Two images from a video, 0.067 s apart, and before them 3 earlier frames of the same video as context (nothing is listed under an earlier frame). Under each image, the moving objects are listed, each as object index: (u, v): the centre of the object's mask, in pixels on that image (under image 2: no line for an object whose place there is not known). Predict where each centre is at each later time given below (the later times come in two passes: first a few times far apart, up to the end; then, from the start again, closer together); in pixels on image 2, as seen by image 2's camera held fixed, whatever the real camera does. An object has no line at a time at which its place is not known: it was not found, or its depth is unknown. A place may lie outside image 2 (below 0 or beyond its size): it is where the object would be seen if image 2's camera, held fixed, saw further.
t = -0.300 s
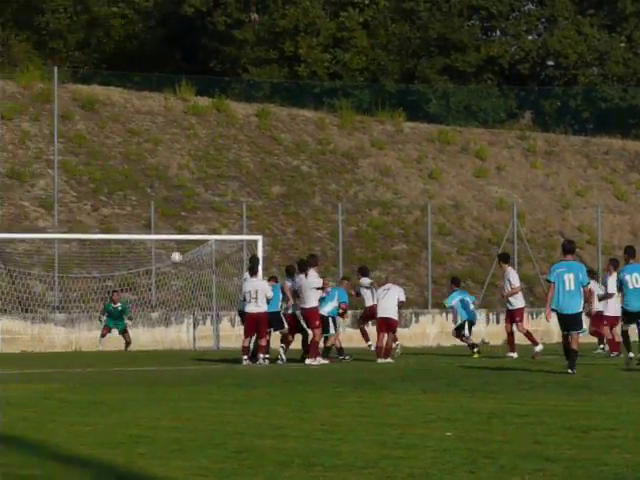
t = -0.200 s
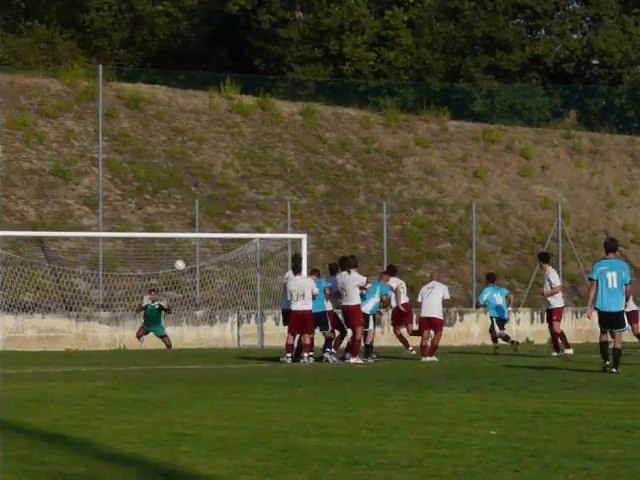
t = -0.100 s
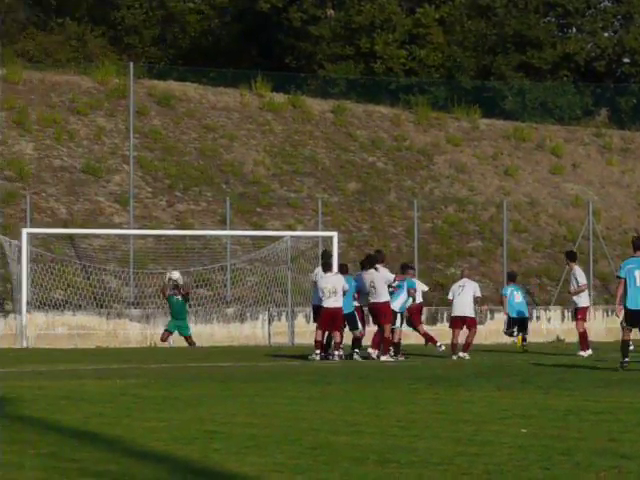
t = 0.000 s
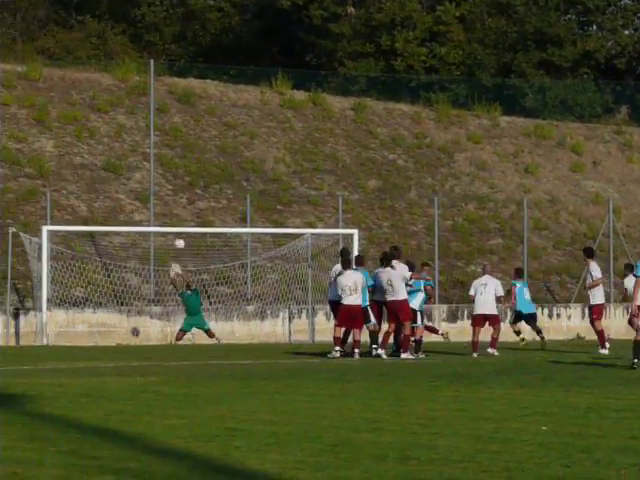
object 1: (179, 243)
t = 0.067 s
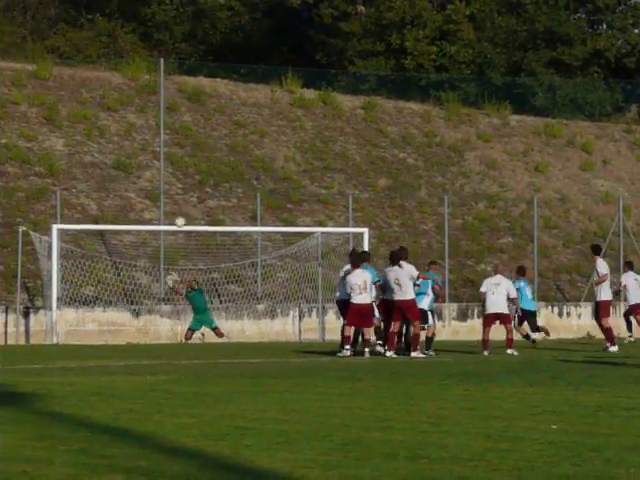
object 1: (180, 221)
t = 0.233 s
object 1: (156, 179)
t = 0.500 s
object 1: (120, 137)
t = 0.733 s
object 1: (88, 127)
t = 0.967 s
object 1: (57, 143)
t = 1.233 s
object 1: (20, 193)
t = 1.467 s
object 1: (-14, 265)
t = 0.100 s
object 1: (175, 212)
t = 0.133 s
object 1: (170, 203)
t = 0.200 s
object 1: (161, 187)
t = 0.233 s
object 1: (156, 179)
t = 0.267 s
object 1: (152, 172)
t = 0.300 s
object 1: (147, 166)
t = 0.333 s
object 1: (143, 160)
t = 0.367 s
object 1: (138, 154)
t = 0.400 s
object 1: (133, 149)
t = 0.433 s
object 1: (129, 145)
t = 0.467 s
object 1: (124, 141)
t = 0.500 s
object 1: (120, 137)
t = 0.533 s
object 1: (115, 134)
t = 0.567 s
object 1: (110, 132)
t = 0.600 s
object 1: (106, 130)
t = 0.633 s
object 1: (101, 129)
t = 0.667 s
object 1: (97, 127)
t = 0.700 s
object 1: (92, 127)
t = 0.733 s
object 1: (88, 127)
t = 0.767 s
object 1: (84, 128)
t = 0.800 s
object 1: (79, 129)
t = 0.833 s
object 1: (75, 131)
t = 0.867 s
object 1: (70, 133)
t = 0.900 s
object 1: (66, 136)
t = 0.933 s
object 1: (61, 139)
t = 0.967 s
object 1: (57, 143)
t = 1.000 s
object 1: (52, 147)
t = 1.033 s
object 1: (48, 152)
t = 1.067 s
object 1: (43, 158)
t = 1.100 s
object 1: (38, 164)
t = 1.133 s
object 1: (34, 170)
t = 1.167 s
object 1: (29, 177)
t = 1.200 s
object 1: (25, 184)
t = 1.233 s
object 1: (20, 193)
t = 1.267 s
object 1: (15, 201)
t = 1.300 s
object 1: (10, 211)
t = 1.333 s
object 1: (5, 221)
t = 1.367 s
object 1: (0, 231)
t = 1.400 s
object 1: (-4, 241)
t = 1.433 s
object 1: (-9, 253)
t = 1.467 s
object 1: (-14, 265)
